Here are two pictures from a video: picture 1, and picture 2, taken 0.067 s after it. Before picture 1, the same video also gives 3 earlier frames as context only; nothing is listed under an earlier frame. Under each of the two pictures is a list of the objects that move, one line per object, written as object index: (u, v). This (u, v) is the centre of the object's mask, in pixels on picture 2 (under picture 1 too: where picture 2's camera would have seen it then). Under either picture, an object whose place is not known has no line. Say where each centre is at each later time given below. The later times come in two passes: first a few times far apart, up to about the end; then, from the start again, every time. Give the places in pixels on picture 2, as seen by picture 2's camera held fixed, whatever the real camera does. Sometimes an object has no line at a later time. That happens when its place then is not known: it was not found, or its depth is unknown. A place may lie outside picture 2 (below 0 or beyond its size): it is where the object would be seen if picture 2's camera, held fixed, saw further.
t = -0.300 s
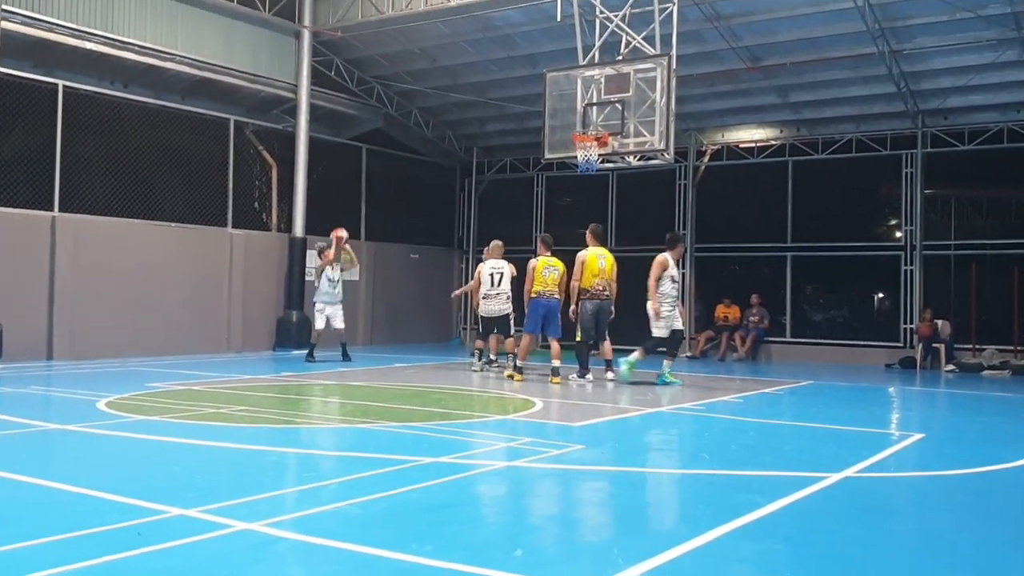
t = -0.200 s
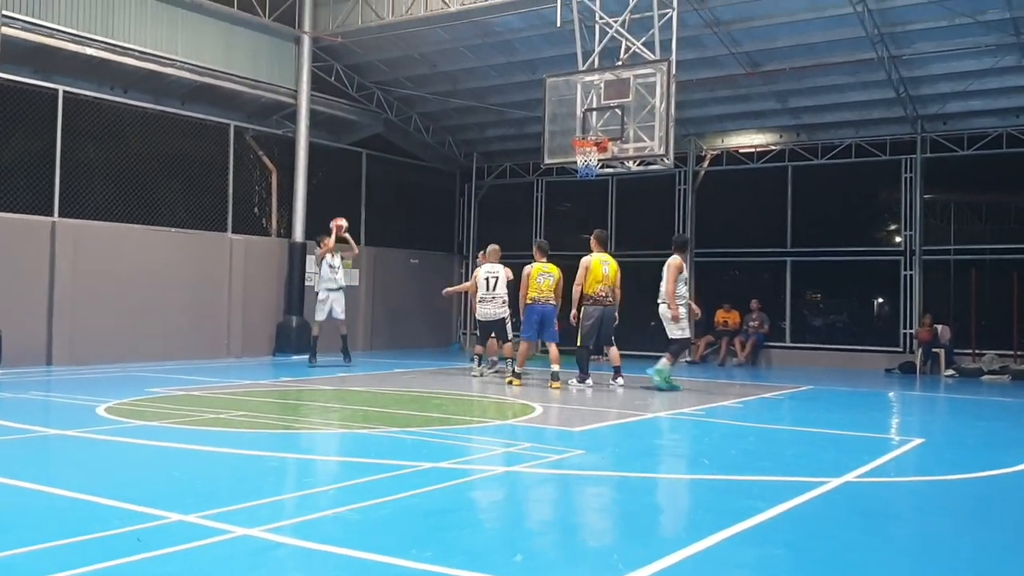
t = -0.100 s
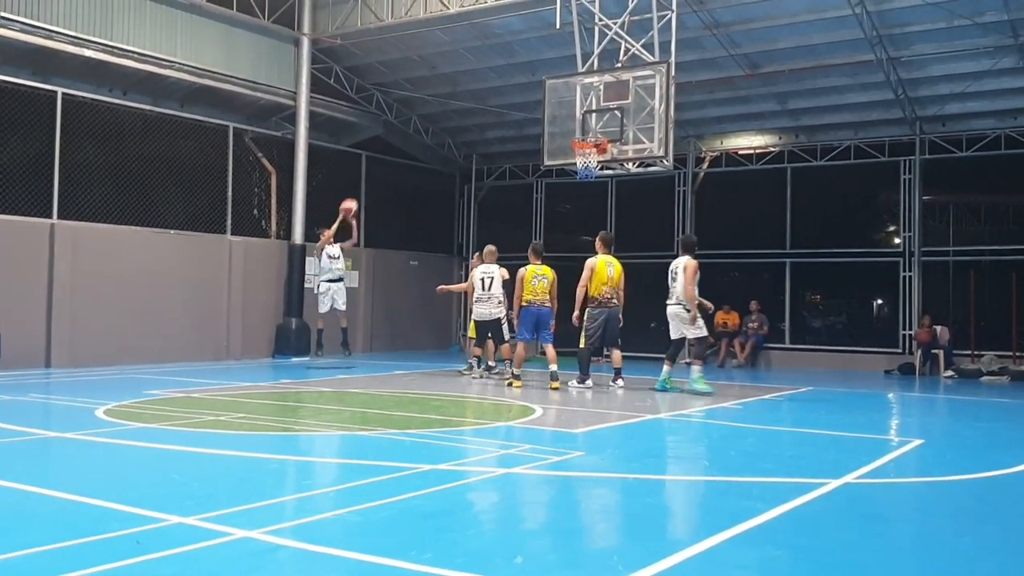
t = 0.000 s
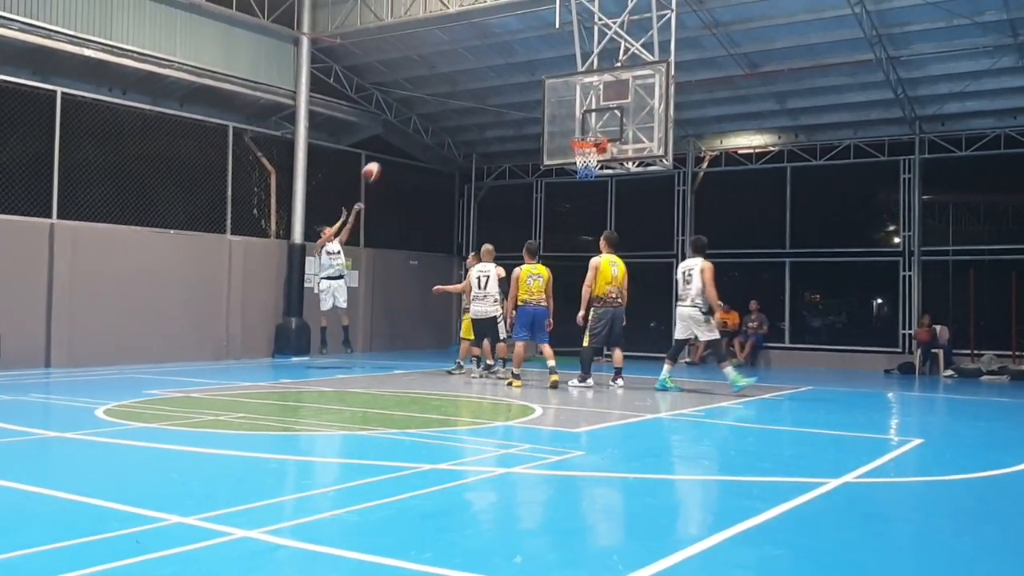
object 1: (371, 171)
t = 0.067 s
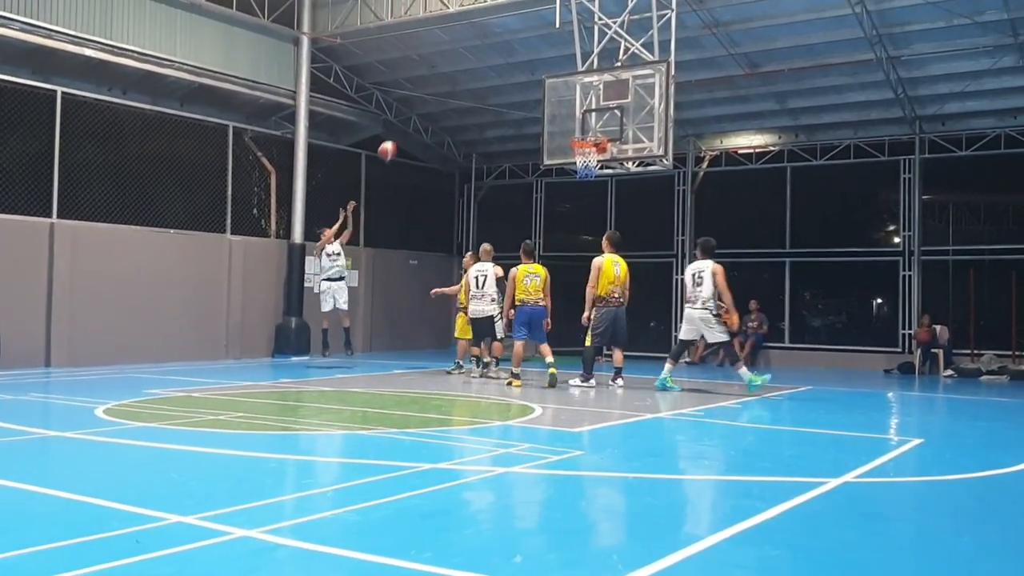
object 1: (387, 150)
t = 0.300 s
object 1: (444, 100)
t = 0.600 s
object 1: (519, 93)
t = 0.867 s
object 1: (587, 140)
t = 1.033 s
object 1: (603, 162)
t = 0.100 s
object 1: (395, 142)
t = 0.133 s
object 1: (403, 133)
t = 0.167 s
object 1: (412, 125)
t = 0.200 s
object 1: (420, 118)
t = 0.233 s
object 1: (428, 111)
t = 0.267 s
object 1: (436, 105)
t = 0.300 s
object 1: (444, 100)
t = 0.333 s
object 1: (452, 97)
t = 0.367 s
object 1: (461, 94)
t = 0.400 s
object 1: (469, 91)
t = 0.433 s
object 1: (478, 90)
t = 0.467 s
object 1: (486, 89)
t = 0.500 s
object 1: (494, 88)
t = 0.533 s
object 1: (502, 89)
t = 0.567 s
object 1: (511, 91)
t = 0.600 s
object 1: (519, 93)
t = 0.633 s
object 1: (528, 96)
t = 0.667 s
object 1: (536, 100)
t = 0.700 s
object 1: (544, 105)
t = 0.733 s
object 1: (554, 110)
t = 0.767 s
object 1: (562, 117)
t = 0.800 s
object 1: (571, 125)
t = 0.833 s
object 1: (578, 132)
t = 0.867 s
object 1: (587, 140)
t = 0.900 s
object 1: (596, 145)
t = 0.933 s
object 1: (602, 150)
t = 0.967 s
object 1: (602, 155)
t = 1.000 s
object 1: (602, 159)
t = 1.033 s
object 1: (603, 162)
